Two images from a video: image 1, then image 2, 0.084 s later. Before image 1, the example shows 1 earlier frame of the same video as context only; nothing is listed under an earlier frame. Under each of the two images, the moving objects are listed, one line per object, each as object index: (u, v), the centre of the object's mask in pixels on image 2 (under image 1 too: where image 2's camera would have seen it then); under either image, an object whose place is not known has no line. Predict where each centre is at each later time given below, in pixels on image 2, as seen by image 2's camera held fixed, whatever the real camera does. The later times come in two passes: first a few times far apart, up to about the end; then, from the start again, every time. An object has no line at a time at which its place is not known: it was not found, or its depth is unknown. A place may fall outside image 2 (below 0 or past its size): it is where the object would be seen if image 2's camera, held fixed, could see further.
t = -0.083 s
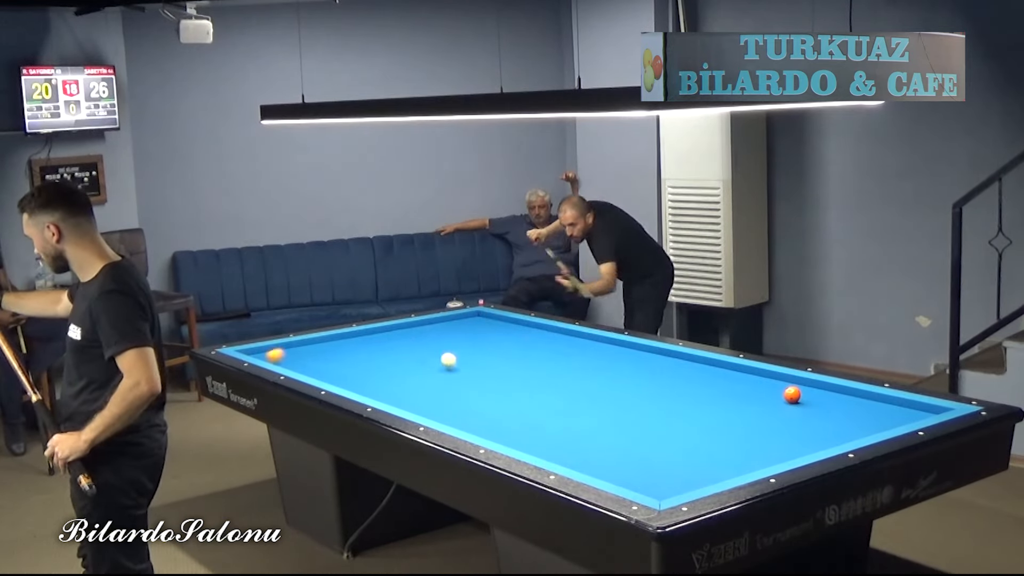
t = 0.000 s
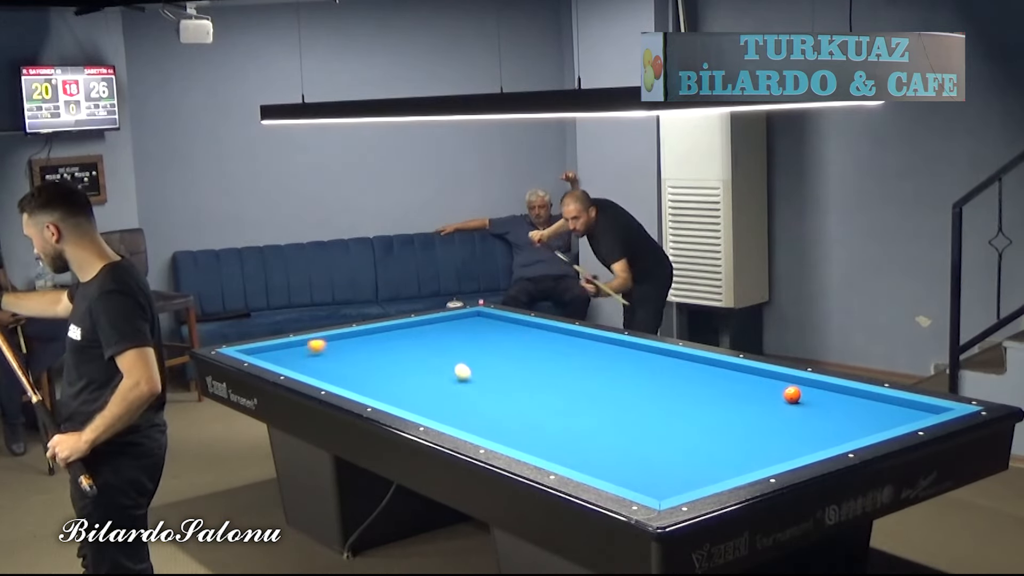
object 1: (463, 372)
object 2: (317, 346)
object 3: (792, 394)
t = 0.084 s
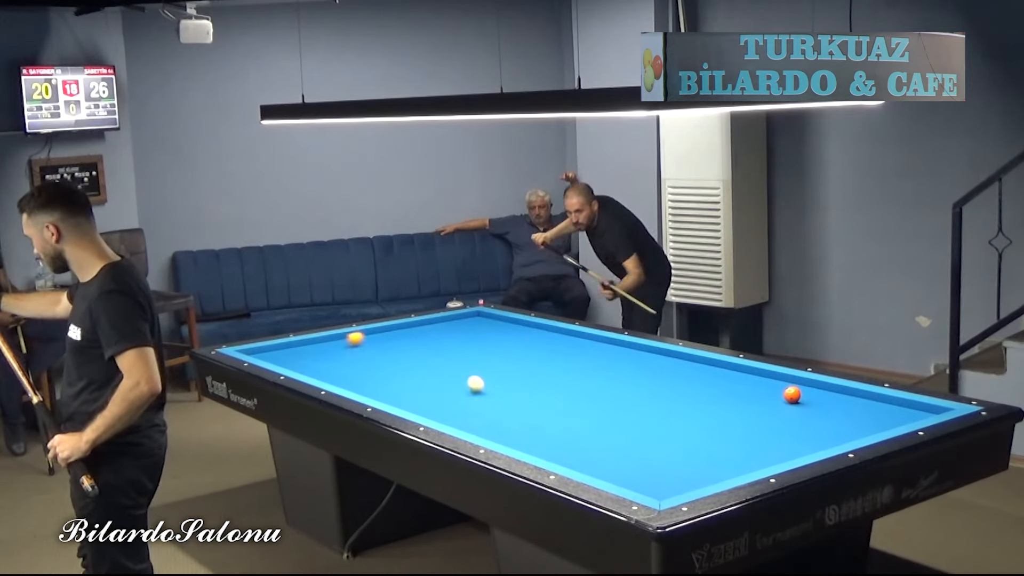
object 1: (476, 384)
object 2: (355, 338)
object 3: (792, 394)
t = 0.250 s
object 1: (498, 411)
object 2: (422, 325)
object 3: (792, 394)
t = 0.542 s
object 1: (596, 461)
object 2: (443, 318)
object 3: (792, 394)
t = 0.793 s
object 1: (703, 468)
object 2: (388, 327)
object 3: (792, 394)
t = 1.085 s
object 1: (676, 418)
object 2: (324, 339)
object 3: (792, 394)
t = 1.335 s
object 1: (669, 391)
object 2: (270, 348)
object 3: (792, 394)
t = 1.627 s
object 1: (662, 363)
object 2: (276, 348)
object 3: (792, 394)
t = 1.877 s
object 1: (629, 349)
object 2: (312, 343)
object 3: (792, 394)
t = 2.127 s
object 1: (566, 345)
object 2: (344, 339)
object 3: (792, 394)
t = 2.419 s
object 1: (493, 341)
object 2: (383, 333)
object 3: (792, 394)
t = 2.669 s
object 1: (439, 338)
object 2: (412, 329)
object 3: (792, 394)
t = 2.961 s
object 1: (374, 334)
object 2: (447, 324)
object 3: (792, 394)
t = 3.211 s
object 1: (348, 338)
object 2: (473, 320)
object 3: (792, 394)
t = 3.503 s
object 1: (329, 350)
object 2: (493, 317)
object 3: (792, 394)
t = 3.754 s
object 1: (313, 360)
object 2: (481, 320)
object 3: (792, 394)
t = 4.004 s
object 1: (298, 369)
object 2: (468, 323)
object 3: (792, 394)
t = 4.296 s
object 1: (336, 373)
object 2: (454, 326)
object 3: (792, 394)
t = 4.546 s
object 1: (372, 374)
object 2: (441, 329)
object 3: (792, 394)
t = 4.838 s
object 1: (414, 376)
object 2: (426, 332)
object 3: (792, 394)
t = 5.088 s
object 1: (447, 377)
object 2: (415, 334)
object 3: (792, 394)
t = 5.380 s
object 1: (490, 379)
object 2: (400, 337)
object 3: (792, 394)
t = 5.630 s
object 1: (524, 381)
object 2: (389, 339)
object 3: (792, 394)
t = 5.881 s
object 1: (561, 383)
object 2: (378, 342)
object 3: (792, 394)
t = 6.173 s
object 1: (601, 384)
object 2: (365, 344)
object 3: (792, 395)
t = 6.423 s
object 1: (637, 386)
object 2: (354, 347)
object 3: (792, 394)
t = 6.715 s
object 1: (677, 387)
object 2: (342, 349)
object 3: (792, 394)
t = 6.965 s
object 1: (715, 389)
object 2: (331, 351)
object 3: (792, 394)
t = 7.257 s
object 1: (757, 391)
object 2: (319, 354)
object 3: (792, 394)
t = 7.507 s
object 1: (782, 391)
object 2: (310, 355)
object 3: (800, 396)
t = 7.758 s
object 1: (797, 389)
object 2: (301, 357)
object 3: (817, 399)
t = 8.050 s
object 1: (813, 387)
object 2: (291, 359)
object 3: (836, 402)
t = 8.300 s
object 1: (825, 385)
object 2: (284, 360)
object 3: (853, 405)
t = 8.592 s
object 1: (821, 387)
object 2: (276, 360)
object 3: (870, 408)
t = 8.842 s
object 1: (817, 389)
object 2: (275, 360)
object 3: (887, 411)
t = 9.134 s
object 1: (813, 390)
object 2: (280, 360)
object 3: (904, 414)
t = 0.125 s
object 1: (482, 390)
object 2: (373, 335)
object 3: (792, 394)
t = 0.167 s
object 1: (487, 397)
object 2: (390, 332)
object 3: (792, 394)
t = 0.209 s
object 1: (493, 404)
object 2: (406, 328)
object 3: (792, 394)
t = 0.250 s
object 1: (498, 411)
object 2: (422, 325)
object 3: (792, 394)
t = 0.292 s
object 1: (503, 419)
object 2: (437, 322)
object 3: (792, 394)
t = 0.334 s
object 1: (508, 427)
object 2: (451, 319)
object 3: (792, 394)
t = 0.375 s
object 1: (513, 435)
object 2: (464, 316)
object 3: (792, 394)
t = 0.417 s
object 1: (523, 445)
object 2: (477, 313)
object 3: (792, 394)
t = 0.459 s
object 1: (542, 451)
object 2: (465, 315)
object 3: (792, 394)
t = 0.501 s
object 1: (569, 457)
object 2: (454, 316)
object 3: (792, 394)
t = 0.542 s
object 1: (596, 461)
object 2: (443, 318)
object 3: (792, 394)
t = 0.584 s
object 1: (623, 466)
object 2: (432, 320)
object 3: (792, 394)
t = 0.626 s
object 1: (650, 471)
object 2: (422, 321)
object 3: (792, 394)
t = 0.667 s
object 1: (677, 475)
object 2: (413, 323)
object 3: (792, 394)
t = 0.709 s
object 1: (704, 478)
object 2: (404, 324)
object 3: (792, 394)
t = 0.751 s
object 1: (710, 475)
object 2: (396, 326)
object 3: (792, 394)
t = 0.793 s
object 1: (703, 468)
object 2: (388, 327)
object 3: (792, 394)
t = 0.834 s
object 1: (696, 459)
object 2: (379, 329)
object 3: (792, 394)
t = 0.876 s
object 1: (691, 452)
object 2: (371, 330)
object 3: (792, 394)
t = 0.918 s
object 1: (685, 441)
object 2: (358, 332)
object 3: (792, 395)
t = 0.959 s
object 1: (681, 434)
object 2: (350, 334)
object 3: (792, 394)
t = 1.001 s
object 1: (679, 429)
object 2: (341, 335)
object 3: (792, 394)
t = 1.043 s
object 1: (677, 423)
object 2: (332, 337)
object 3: (792, 394)
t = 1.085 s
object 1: (676, 418)
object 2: (324, 339)
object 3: (792, 394)
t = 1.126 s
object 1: (675, 413)
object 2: (315, 340)
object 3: (792, 394)
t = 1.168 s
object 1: (673, 409)
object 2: (306, 342)
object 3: (792, 394)
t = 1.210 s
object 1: (672, 404)
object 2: (297, 343)
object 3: (792, 394)
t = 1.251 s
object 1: (671, 399)
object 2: (288, 345)
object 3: (792, 394)
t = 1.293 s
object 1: (670, 395)
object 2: (279, 347)
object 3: (792, 394)
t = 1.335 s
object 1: (669, 391)
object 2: (270, 348)
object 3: (792, 394)
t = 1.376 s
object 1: (668, 387)
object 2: (261, 350)
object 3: (792, 394)
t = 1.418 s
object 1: (667, 381)
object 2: (248, 351)
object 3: (792, 394)
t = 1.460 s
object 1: (666, 377)
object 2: (249, 351)
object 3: (792, 394)
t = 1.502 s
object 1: (665, 373)
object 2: (256, 351)
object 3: (792, 394)
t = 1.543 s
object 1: (664, 370)
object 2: (264, 350)
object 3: (792, 395)
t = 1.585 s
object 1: (663, 366)
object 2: (270, 349)
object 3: (792, 394)
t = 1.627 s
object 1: (662, 363)
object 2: (276, 348)
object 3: (792, 394)
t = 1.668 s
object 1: (661, 360)
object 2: (281, 347)
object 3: (792, 394)
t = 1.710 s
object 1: (660, 356)
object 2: (287, 347)
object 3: (792, 394)
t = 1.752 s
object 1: (660, 353)
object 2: (293, 346)
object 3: (792, 394)
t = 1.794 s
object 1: (659, 350)
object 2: (298, 345)
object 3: (792, 394)
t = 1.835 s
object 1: (647, 350)
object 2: (304, 344)
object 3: (792, 394)
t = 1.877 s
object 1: (629, 349)
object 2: (312, 343)
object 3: (792, 394)
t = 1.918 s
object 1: (618, 348)
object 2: (318, 342)
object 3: (792, 394)
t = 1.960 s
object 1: (607, 348)
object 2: (323, 342)
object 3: (792, 394)
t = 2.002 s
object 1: (597, 347)
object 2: (328, 341)
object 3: (792, 394)
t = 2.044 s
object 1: (587, 346)
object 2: (334, 340)
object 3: (792, 394)
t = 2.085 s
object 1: (577, 346)
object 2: (339, 339)
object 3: (792, 394)
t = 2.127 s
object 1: (566, 345)
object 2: (344, 339)
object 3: (792, 394)
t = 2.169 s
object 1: (556, 345)
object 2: (350, 338)
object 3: (792, 394)
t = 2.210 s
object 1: (546, 344)
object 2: (355, 337)
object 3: (792, 394)
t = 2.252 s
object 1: (536, 344)
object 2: (360, 336)
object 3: (792, 394)
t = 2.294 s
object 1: (527, 343)
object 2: (365, 335)
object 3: (792, 394)
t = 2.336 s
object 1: (517, 342)
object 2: (370, 335)
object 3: (792, 394)
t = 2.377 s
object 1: (503, 342)
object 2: (378, 334)
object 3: (792, 394)
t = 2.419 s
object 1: (493, 341)
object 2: (383, 333)
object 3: (792, 394)
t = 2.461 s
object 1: (484, 341)
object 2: (388, 332)
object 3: (792, 394)
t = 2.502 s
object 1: (475, 340)
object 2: (393, 332)
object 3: (792, 394)
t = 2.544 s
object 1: (465, 339)
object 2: (398, 331)
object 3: (792, 394)
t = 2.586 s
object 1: (456, 339)
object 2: (402, 330)
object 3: (792, 394)
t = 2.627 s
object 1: (447, 338)
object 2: (407, 330)
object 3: (792, 394)
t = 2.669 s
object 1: (439, 338)
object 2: (412, 329)
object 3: (792, 394)
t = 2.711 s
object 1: (430, 337)
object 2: (417, 328)
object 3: (792, 394)
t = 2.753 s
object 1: (421, 336)
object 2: (421, 326)
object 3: (792, 394)
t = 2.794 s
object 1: (412, 336)
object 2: (426, 327)
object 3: (792, 394)
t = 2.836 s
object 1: (404, 336)
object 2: (431, 326)
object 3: (792, 394)
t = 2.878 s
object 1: (391, 335)
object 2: (438, 325)
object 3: (792, 394)
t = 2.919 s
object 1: (383, 334)
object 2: (442, 325)
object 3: (792, 394)
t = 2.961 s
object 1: (374, 334)
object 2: (447, 324)
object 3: (792, 394)
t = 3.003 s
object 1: (366, 333)
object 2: (451, 323)
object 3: (792, 394)
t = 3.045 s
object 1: (358, 333)
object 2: (456, 323)
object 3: (792, 394)
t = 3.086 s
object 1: (354, 334)
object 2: (460, 322)
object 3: (792, 394)
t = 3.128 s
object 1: (352, 335)
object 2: (464, 321)
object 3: (792, 394)
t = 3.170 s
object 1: (350, 337)
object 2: (469, 321)
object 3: (792, 394)
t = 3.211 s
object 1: (348, 338)
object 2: (473, 320)
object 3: (792, 394)
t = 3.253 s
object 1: (345, 340)
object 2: (478, 320)
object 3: (792, 394)
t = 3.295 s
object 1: (343, 342)
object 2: (482, 319)
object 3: (792, 394)
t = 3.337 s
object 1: (339, 344)
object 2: (488, 318)
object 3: (792, 394)
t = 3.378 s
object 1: (337, 345)
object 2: (493, 317)
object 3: (792, 394)
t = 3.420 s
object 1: (334, 347)
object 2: (497, 317)
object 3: (792, 394)
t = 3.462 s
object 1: (332, 349)
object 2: (496, 317)
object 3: (792, 394)
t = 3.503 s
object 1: (329, 350)
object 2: (493, 317)
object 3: (792, 394)
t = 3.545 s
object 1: (326, 352)
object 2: (491, 318)
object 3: (792, 394)
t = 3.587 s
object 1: (324, 353)
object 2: (489, 318)
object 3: (792, 394)
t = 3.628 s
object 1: (321, 355)
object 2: (487, 319)
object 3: (792, 394)
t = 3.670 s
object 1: (318, 356)
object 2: (485, 319)
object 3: (792, 394)
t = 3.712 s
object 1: (316, 358)
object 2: (483, 320)
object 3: (792, 394)
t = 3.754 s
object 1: (313, 360)
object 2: (481, 320)
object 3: (792, 394)
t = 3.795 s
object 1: (310, 362)
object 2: (479, 321)
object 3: (792, 394)
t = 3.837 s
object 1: (306, 364)
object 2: (476, 321)
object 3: (792, 394)
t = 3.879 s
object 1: (303, 366)
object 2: (474, 322)
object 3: (792, 394)
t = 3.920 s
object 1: (300, 367)
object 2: (472, 322)
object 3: (792, 394)
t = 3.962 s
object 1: (298, 368)
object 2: (470, 323)
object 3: (792, 394)
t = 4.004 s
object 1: (298, 369)
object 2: (468, 323)
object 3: (792, 394)
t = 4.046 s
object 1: (304, 369)
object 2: (466, 323)
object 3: (792, 394)
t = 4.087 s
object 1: (309, 370)
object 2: (464, 324)
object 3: (792, 394)
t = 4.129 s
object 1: (315, 371)
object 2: (462, 324)
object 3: (792, 394)
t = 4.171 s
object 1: (320, 372)
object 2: (460, 325)
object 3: (792, 394)
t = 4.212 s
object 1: (326, 372)
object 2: (458, 325)
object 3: (792, 394)
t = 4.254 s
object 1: (331, 372)
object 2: (456, 325)
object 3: (792, 394)
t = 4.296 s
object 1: (336, 373)
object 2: (454, 326)
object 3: (792, 394)
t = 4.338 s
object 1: (345, 373)
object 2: (451, 327)
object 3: (792, 394)
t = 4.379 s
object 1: (350, 373)
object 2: (449, 327)
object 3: (792, 394)
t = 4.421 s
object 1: (356, 373)
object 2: (447, 327)
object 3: (792, 394)
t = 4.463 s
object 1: (361, 374)
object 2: (445, 328)
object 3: (792, 394)
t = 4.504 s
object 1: (367, 374)
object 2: (443, 328)
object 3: (792, 394)
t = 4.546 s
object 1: (372, 374)
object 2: (441, 329)
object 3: (792, 394)
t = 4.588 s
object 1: (378, 374)
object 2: (439, 329)
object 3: (792, 394)
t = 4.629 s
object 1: (383, 375)
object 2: (437, 329)
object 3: (792, 394)
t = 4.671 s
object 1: (389, 375)
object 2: (435, 330)
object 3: (792, 394)
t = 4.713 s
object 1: (394, 375)
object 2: (433, 330)
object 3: (792, 394)
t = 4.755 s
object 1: (400, 375)
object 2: (431, 331)
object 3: (792, 394)
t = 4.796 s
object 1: (408, 376)
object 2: (428, 331)
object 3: (792, 394)
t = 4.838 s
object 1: (414, 376)
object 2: (426, 332)
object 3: (792, 394)
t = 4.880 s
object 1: (419, 376)
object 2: (424, 332)
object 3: (792, 394)
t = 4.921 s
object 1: (425, 377)
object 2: (422, 332)
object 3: (792, 394)
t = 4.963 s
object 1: (431, 377)
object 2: (420, 333)
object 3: (792, 395)
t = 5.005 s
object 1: (436, 377)
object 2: (418, 333)
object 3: (792, 394)
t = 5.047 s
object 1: (442, 377)
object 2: (416, 334)
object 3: (792, 394)
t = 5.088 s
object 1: (447, 377)
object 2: (415, 334)
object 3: (792, 394)
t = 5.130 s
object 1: (453, 378)
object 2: (413, 334)
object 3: (792, 394)
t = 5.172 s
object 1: (459, 378)
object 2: (411, 335)
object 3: (792, 394)
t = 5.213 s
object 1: (464, 378)
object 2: (409, 335)
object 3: (792, 394)
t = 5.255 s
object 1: (470, 378)
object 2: (407, 336)
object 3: (792, 394)
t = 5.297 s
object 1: (478, 379)
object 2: (404, 336)
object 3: (792, 394)
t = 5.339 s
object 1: (484, 379)
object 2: (402, 337)
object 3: (792, 394)
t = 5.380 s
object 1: (490, 379)
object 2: (400, 337)
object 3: (792, 394)
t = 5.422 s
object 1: (495, 379)
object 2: (398, 337)
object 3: (792, 394)
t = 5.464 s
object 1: (501, 380)
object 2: (397, 338)
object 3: (792, 394)
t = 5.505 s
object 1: (507, 380)
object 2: (395, 338)
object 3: (792, 394)
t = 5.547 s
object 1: (513, 380)
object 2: (393, 339)
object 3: (792, 394)
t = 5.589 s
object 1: (518, 381)
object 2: (391, 339)
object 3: (792, 394)
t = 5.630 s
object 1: (524, 381)
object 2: (389, 339)
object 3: (792, 394)
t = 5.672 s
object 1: (530, 381)
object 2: (387, 340)
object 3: (792, 394)
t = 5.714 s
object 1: (535, 381)
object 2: (385, 340)
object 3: (792, 394)
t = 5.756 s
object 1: (541, 382)
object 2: (384, 340)
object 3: (792, 394)
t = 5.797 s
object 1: (549, 382)
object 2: (381, 341)
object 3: (792, 394)
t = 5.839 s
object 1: (555, 382)
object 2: (379, 342)
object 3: (792, 394)
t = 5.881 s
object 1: (561, 383)
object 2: (378, 342)
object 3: (792, 394)
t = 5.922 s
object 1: (566, 383)
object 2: (376, 342)
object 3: (792, 395)
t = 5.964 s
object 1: (572, 383)
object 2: (374, 343)
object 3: (792, 394)
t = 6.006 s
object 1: (578, 383)
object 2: (372, 343)
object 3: (792, 395)
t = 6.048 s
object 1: (583, 384)
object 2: (370, 343)
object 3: (792, 395)
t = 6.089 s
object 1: (589, 384)
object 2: (369, 344)
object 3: (792, 395)
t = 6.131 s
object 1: (595, 384)
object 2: (367, 344)
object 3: (792, 395)
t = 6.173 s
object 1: (601, 384)
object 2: (365, 344)
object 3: (792, 395)
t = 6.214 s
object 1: (606, 384)
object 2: (363, 345)
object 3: (792, 395)
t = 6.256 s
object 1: (612, 385)
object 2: (361, 345)
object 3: (792, 394)
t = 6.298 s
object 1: (620, 385)
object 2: (359, 346)
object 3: (792, 394)
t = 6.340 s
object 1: (626, 385)
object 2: (357, 346)
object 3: (792, 394)
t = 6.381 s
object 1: (632, 385)
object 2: (355, 346)
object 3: (792, 394)
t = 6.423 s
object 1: (637, 386)
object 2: (354, 347)
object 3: (792, 394)
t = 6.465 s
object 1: (644, 386)
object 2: (352, 347)
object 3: (792, 394)
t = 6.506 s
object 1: (649, 386)
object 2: (350, 347)
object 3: (792, 394)
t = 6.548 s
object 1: (655, 387)
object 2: (348, 348)
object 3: (792, 394)
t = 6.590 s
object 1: (660, 387)
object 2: (347, 348)
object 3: (792, 394)
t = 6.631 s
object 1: (666, 387)
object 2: (345, 348)
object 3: (792, 394)
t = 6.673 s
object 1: (672, 387)
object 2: (343, 349)
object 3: (792, 394)
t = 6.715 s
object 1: (677, 387)
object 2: (342, 349)
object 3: (792, 394)
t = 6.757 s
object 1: (686, 388)
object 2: (339, 350)
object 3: (792, 394)
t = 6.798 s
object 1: (692, 388)
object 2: (338, 350)
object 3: (792, 394)
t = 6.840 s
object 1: (698, 388)
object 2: (336, 350)
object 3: (792, 394)
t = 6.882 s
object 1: (703, 389)
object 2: (334, 351)
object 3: (792, 394)
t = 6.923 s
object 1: (709, 389)
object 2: (333, 351)
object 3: (792, 394)
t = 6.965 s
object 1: (715, 389)
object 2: (331, 351)
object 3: (792, 394)
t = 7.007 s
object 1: (720, 390)
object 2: (329, 351)
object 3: (792, 394)
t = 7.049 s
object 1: (726, 390)
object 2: (328, 352)
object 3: (792, 395)
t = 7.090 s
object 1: (732, 390)
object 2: (326, 352)
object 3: (792, 395)
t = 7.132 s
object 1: (737, 390)
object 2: (325, 352)
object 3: (792, 394)
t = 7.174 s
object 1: (743, 390)
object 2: (323, 353)
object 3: (792, 394)
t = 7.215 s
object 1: (749, 391)
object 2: (321, 353)
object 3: (792, 394)
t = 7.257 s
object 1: (757, 391)
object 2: (319, 354)
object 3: (792, 394)
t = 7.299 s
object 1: (763, 391)
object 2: (318, 354)
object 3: (792, 394)
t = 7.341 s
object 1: (769, 391)
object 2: (316, 354)
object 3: (792, 395)
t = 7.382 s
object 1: (774, 392)
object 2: (315, 354)
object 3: (792, 395)
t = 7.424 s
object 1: (778, 392)
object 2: (313, 355)
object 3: (794, 395)
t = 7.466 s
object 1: (780, 391)
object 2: (312, 355)
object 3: (797, 395)
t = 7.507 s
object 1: (782, 391)
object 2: (310, 355)
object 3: (800, 396)
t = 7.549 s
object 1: (785, 391)
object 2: (309, 356)
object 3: (803, 396)
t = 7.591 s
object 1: (787, 390)
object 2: (307, 356)
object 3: (805, 397)
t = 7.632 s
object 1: (790, 390)
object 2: (306, 356)
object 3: (808, 397)
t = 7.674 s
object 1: (792, 390)
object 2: (304, 356)
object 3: (811, 398)
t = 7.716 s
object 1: (794, 390)
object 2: (303, 357)
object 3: (813, 398)
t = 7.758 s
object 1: (797, 389)
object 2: (301, 357)
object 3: (817, 399)
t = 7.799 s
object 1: (800, 389)
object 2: (299, 357)
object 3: (820, 399)
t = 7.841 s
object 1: (802, 388)
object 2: (298, 358)
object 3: (823, 400)
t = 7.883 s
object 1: (804, 388)
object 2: (297, 358)
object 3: (825, 400)
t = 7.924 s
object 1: (806, 388)
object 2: (295, 358)
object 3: (828, 401)
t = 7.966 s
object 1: (808, 388)
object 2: (294, 359)
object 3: (831, 401)
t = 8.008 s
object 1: (811, 387)
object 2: (293, 359)
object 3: (833, 402)
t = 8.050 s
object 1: (813, 387)
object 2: (291, 359)
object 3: (836, 402)
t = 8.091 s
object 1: (814, 387)
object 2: (290, 359)
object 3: (838, 403)
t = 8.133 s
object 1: (817, 387)
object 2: (289, 360)
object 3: (841, 403)
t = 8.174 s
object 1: (819, 386)
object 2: (288, 360)
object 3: (844, 404)
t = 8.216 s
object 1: (822, 386)
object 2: (286, 360)
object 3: (848, 404)
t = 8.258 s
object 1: (824, 386)
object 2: (285, 360)
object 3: (850, 405)
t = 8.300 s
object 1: (825, 385)
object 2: (284, 360)
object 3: (853, 405)
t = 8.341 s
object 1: (825, 386)
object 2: (283, 360)
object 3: (855, 406)
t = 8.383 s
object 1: (824, 386)
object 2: (281, 360)
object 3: (858, 406)
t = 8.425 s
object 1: (823, 386)
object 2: (280, 360)
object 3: (860, 406)
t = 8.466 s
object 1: (823, 386)
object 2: (279, 360)
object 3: (863, 407)
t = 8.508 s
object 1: (822, 386)
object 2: (278, 360)
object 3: (865, 408)
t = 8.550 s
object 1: (822, 387)
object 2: (277, 360)
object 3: (868, 408)
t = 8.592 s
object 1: (821, 387)
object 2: (276, 360)
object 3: (870, 408)
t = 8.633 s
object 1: (820, 387)
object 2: (274, 360)
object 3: (873, 409)
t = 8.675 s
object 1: (820, 388)
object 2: (274, 360)
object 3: (876, 409)
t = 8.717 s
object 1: (819, 388)
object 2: (273, 360)
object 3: (879, 410)
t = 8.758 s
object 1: (818, 388)
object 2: (274, 360)
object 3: (882, 410)
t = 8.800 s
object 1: (818, 388)
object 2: (275, 360)
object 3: (884, 411)
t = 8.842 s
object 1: (817, 389)
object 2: (275, 360)
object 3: (887, 411)
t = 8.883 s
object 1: (817, 389)
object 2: (276, 360)
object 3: (889, 412)
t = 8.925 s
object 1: (816, 389)
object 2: (277, 360)
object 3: (892, 412)
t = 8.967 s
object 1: (816, 389)
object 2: (277, 360)
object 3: (894, 412)
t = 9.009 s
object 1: (815, 389)
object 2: (278, 360)
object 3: (897, 413)
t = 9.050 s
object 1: (814, 390)
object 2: (279, 360)
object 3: (899, 414)
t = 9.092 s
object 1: (814, 390)
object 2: (279, 360)
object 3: (901, 414)
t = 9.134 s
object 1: (813, 390)
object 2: (280, 360)
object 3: (904, 414)
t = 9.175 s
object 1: (813, 390)
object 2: (280, 360)
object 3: (906, 415)
